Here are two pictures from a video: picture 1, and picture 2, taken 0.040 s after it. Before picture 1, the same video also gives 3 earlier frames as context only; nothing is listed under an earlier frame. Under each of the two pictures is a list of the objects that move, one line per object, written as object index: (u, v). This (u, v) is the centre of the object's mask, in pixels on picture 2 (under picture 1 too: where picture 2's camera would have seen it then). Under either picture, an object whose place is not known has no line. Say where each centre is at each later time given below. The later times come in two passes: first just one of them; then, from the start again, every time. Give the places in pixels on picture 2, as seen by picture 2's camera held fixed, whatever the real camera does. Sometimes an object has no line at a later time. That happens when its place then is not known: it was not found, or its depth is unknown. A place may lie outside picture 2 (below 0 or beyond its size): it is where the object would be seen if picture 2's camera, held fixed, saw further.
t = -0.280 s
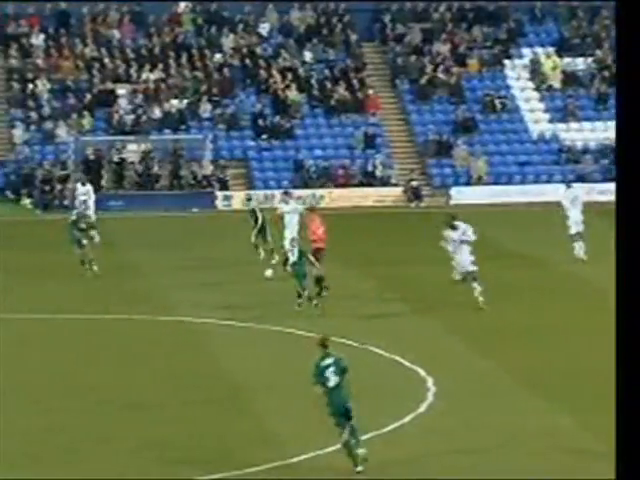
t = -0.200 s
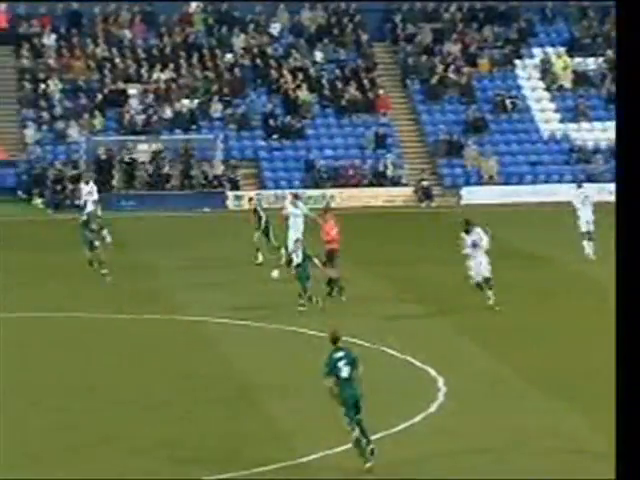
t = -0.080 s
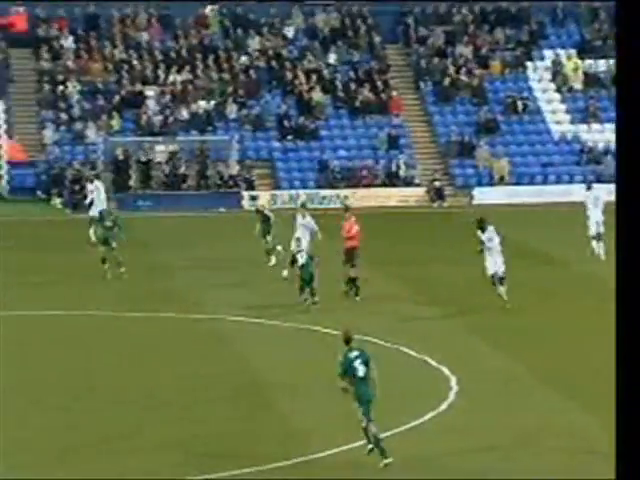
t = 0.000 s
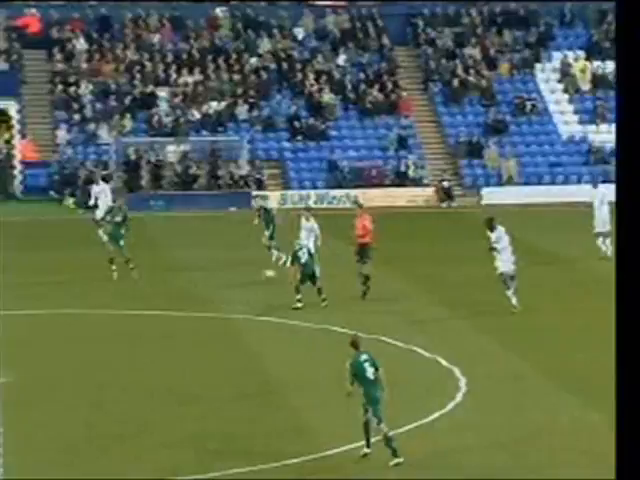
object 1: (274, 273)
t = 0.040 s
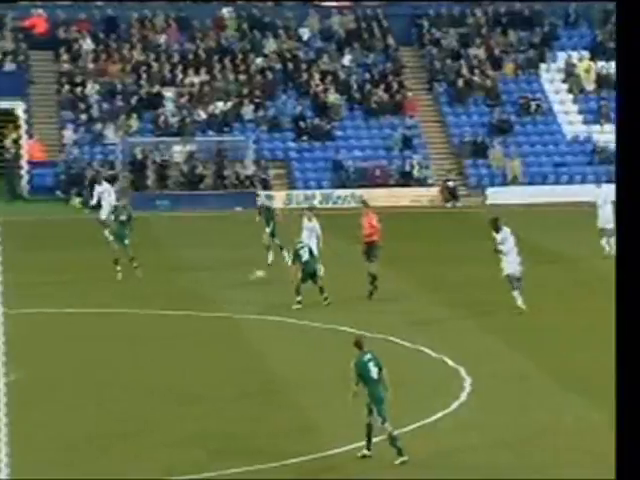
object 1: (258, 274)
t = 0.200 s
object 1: (190, 284)
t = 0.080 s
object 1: (241, 276)
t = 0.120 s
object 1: (224, 278)
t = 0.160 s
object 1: (206, 280)
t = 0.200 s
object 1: (190, 284)
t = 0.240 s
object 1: (172, 289)
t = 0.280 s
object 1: (155, 294)
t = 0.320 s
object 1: (142, 299)
